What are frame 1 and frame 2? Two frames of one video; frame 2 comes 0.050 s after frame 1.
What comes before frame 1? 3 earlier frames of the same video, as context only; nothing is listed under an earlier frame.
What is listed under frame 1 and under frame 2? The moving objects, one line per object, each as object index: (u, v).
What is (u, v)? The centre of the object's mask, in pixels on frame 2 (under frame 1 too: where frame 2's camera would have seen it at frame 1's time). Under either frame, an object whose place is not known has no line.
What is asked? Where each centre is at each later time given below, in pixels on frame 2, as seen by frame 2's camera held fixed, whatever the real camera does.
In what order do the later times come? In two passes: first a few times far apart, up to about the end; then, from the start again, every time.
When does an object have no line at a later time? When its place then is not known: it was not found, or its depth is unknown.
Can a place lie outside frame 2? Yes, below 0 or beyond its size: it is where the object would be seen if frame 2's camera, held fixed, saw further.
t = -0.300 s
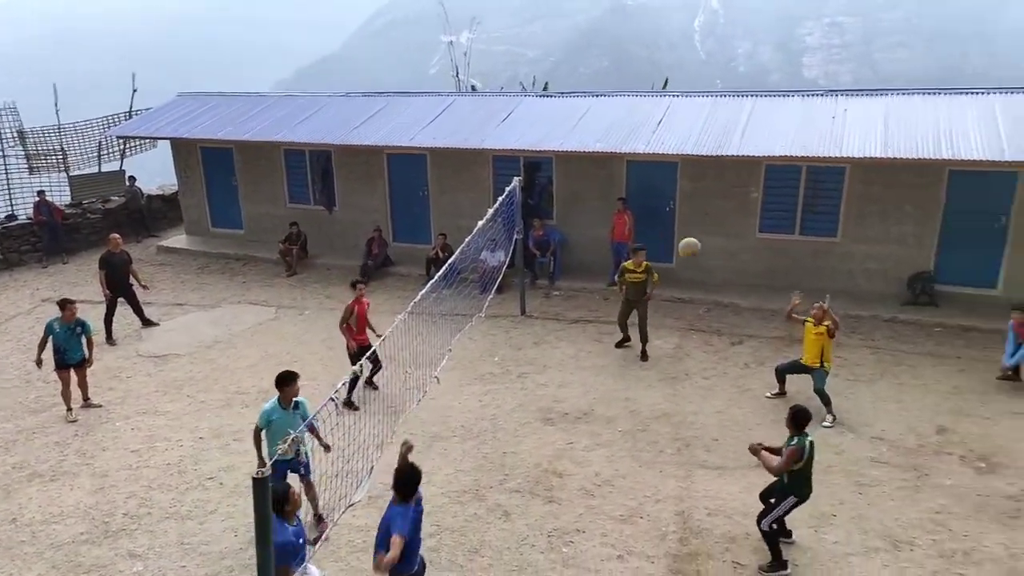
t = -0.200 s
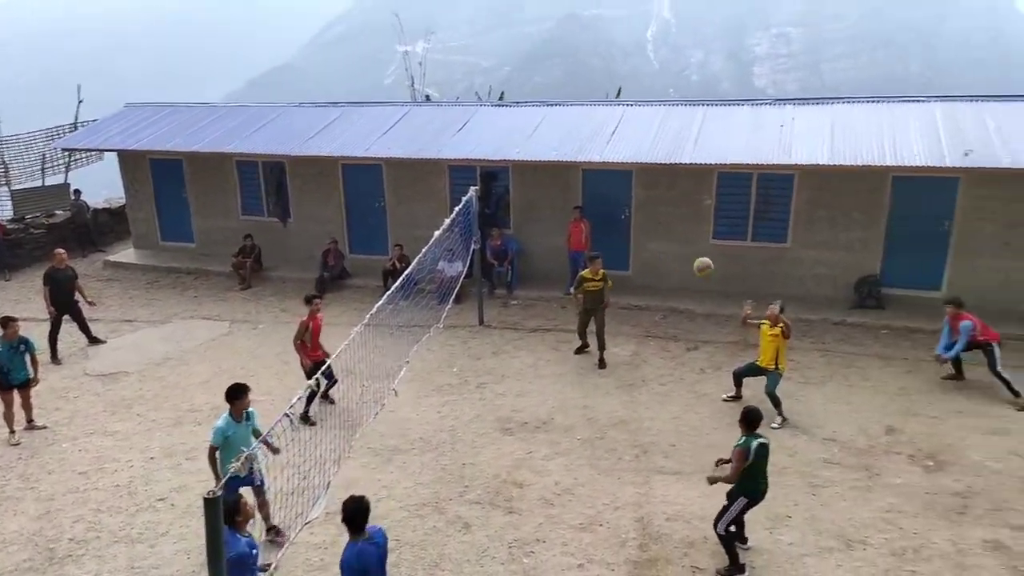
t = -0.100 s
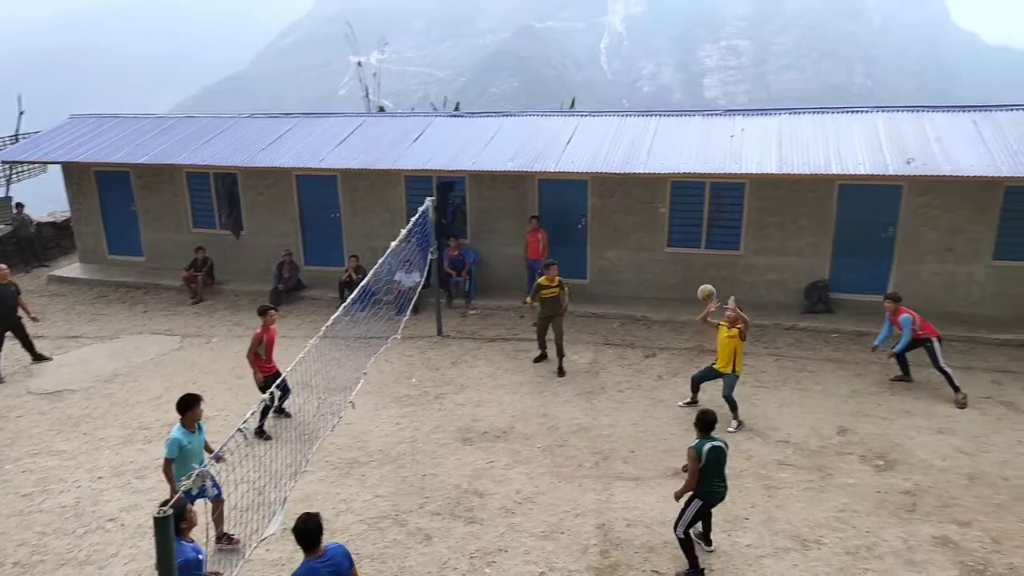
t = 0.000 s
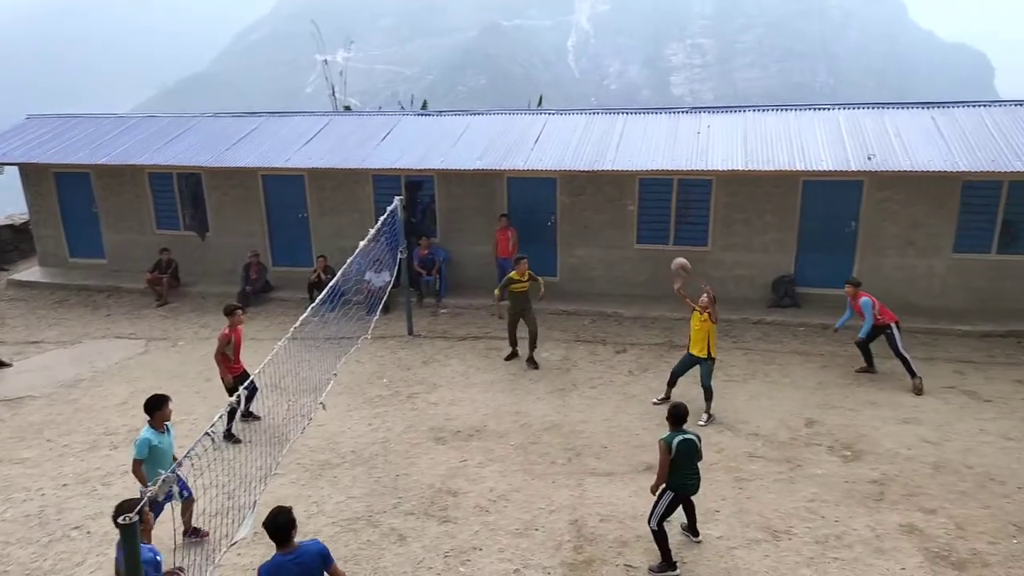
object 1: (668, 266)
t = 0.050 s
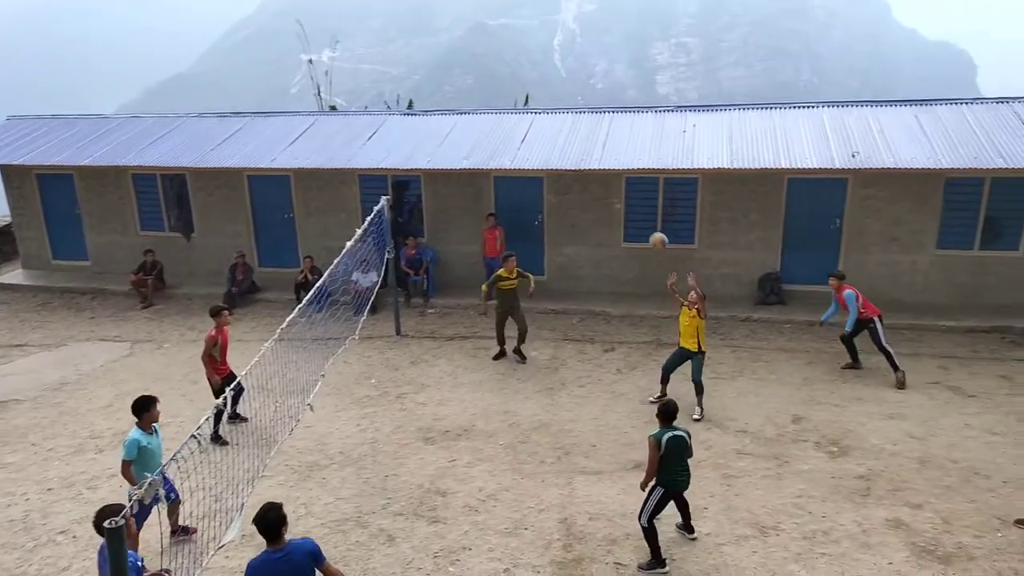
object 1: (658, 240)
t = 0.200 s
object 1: (629, 180)
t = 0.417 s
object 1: (582, 120)
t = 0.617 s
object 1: (536, 99)
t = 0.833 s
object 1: (484, 117)
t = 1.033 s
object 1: (436, 175)
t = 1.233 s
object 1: (393, 268)
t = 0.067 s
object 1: (656, 234)
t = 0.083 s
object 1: (653, 228)
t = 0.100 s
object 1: (650, 220)
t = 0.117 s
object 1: (646, 213)
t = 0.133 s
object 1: (643, 206)
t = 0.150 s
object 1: (639, 199)
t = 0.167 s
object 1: (636, 193)
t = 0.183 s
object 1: (633, 186)
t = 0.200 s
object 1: (629, 180)
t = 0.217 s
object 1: (626, 175)
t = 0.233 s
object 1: (623, 169)
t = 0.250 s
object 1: (619, 164)
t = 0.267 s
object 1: (615, 159)
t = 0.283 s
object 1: (612, 154)
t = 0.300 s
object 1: (608, 149)
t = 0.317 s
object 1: (605, 144)
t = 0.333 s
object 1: (601, 140)
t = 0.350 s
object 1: (597, 135)
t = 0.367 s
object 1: (594, 131)
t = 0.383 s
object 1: (590, 127)
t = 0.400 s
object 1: (586, 124)
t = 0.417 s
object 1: (582, 120)
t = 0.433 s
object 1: (579, 117)
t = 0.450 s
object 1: (575, 114)
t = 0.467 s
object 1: (571, 112)
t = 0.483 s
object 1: (567, 109)
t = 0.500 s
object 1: (563, 107)
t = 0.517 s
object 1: (560, 105)
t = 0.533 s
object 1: (556, 104)
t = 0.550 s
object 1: (552, 102)
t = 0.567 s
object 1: (548, 101)
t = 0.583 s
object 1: (544, 100)
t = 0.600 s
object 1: (540, 99)
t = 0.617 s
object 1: (536, 99)
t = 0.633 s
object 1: (532, 99)
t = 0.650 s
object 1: (528, 99)
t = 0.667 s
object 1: (524, 99)
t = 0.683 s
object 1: (520, 100)
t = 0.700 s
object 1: (516, 101)
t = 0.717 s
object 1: (512, 102)
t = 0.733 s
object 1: (508, 103)
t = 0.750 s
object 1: (504, 105)
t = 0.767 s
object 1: (500, 106)
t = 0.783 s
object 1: (496, 109)
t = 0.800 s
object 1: (492, 111)
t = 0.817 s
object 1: (488, 114)
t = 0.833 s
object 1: (484, 117)
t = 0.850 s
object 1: (480, 121)
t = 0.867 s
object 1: (476, 124)
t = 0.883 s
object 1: (472, 128)
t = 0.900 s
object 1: (468, 132)
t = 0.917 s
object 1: (464, 136)
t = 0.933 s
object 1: (460, 141)
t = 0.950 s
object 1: (456, 146)
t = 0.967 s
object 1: (452, 151)
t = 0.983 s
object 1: (448, 156)
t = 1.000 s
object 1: (444, 162)
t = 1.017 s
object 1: (440, 167)
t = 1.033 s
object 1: (436, 175)
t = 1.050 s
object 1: (432, 179)
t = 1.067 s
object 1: (429, 186)
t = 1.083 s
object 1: (425, 192)
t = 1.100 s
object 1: (421, 201)
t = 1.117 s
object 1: (418, 209)
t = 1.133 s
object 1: (414, 216)
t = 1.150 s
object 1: (410, 224)
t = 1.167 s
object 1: (407, 232)
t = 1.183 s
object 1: (402, 240)
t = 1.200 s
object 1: (399, 249)
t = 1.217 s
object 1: (396, 259)
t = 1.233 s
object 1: (393, 268)
